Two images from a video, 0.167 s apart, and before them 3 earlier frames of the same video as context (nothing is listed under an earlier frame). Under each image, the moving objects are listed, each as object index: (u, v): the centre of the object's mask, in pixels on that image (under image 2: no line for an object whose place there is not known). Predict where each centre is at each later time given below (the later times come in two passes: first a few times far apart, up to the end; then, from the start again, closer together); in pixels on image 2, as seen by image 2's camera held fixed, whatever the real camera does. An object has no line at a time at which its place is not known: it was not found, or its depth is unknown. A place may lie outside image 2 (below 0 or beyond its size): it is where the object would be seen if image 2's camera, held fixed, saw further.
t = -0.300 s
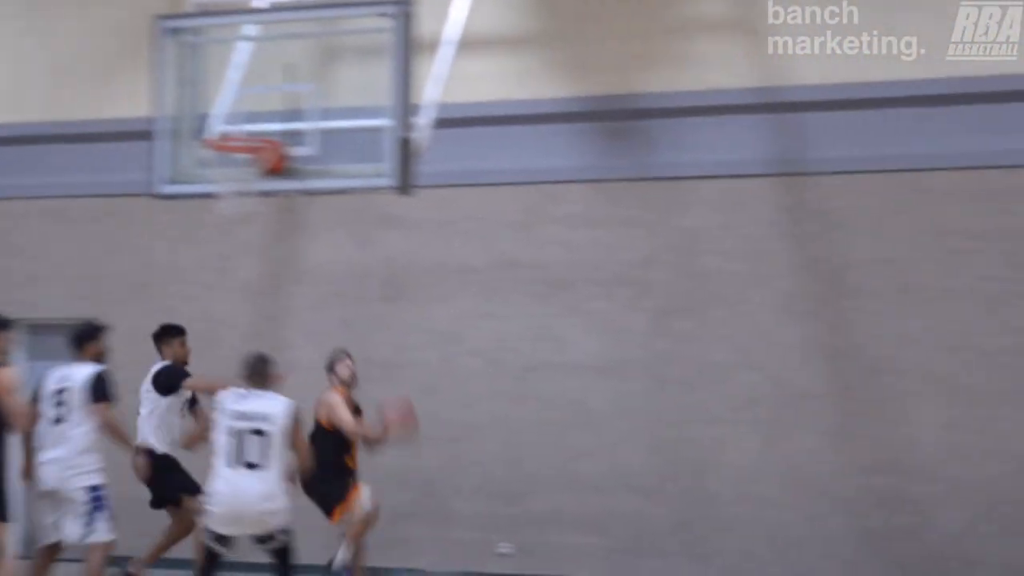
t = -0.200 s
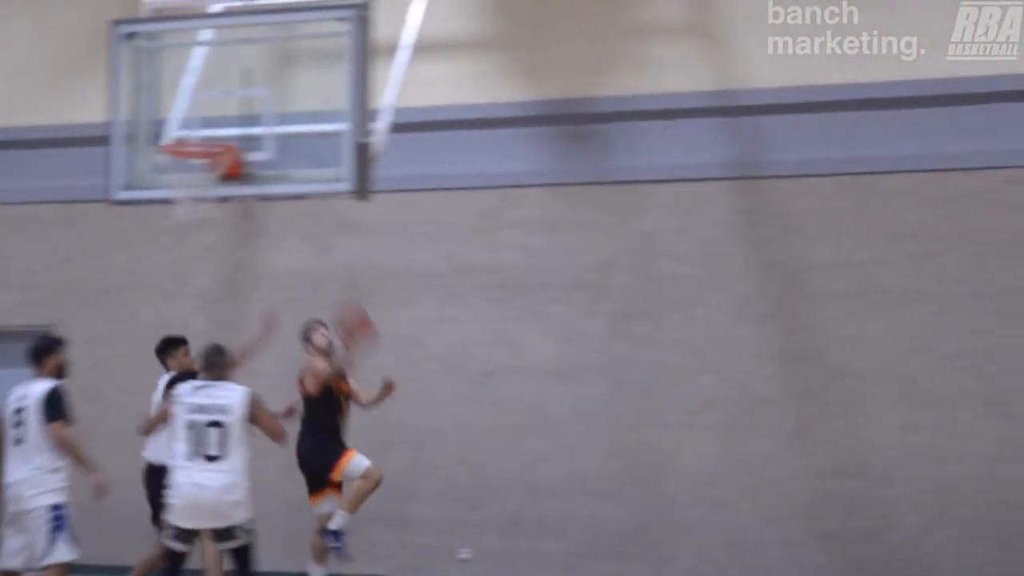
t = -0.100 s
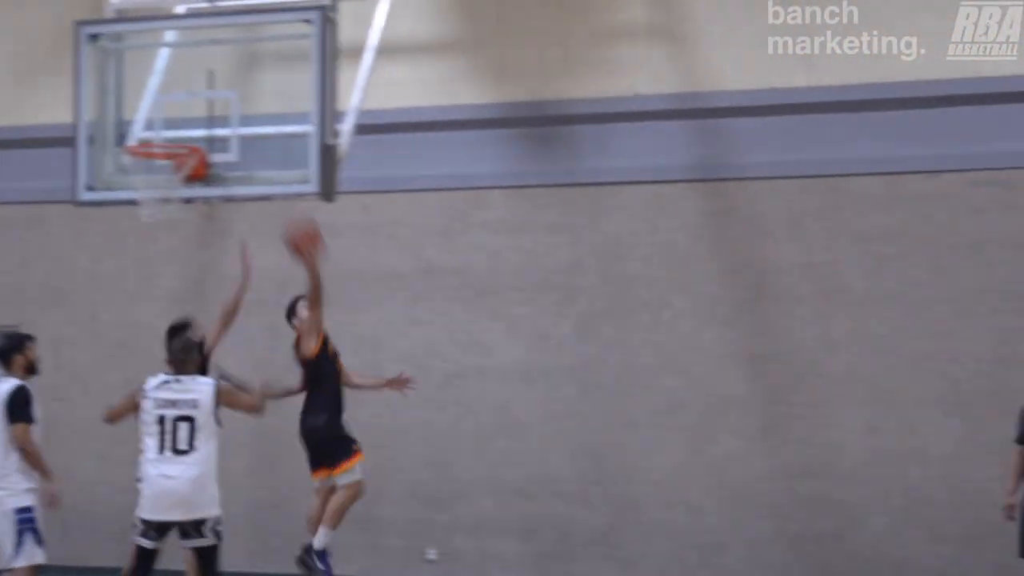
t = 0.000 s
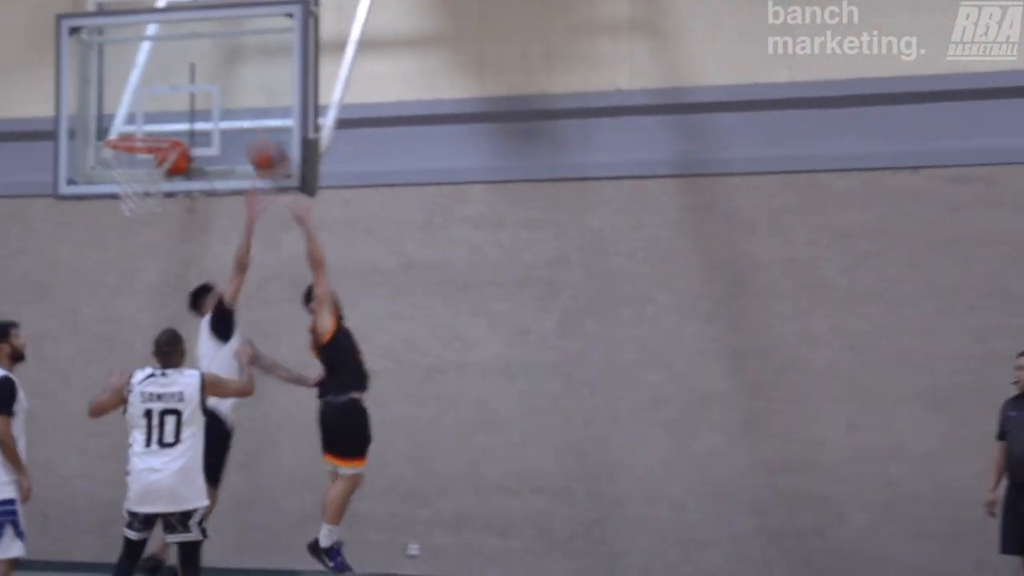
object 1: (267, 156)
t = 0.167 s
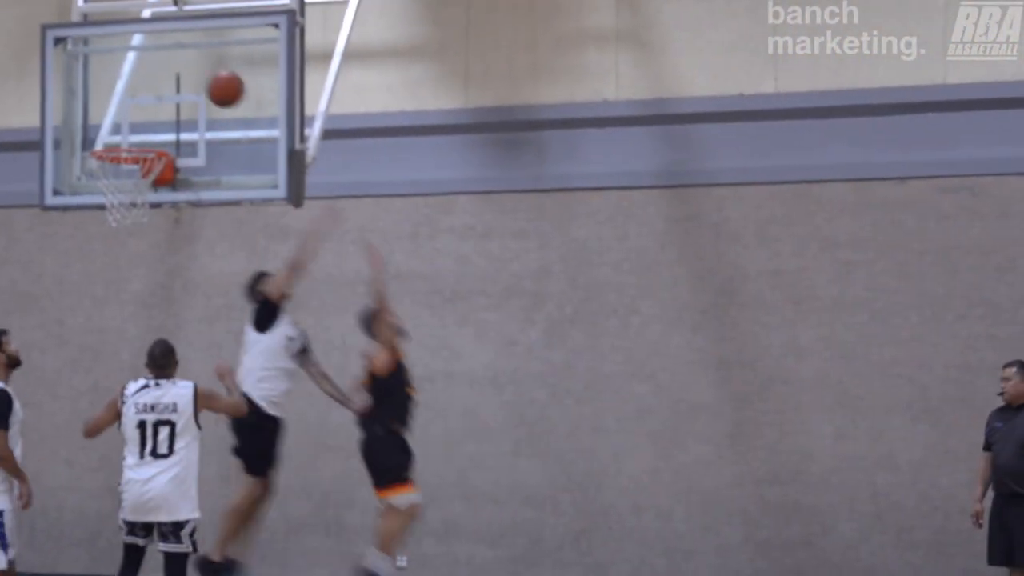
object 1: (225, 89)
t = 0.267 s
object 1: (205, 79)
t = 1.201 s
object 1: (163, 260)
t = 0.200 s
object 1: (218, 84)
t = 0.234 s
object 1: (211, 80)
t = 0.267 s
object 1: (205, 79)
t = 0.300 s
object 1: (199, 79)
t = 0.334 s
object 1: (192, 81)
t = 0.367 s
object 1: (185, 85)
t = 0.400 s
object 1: (178, 90)
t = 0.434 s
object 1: (171, 97)
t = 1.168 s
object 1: (162, 245)
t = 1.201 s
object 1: (163, 260)
